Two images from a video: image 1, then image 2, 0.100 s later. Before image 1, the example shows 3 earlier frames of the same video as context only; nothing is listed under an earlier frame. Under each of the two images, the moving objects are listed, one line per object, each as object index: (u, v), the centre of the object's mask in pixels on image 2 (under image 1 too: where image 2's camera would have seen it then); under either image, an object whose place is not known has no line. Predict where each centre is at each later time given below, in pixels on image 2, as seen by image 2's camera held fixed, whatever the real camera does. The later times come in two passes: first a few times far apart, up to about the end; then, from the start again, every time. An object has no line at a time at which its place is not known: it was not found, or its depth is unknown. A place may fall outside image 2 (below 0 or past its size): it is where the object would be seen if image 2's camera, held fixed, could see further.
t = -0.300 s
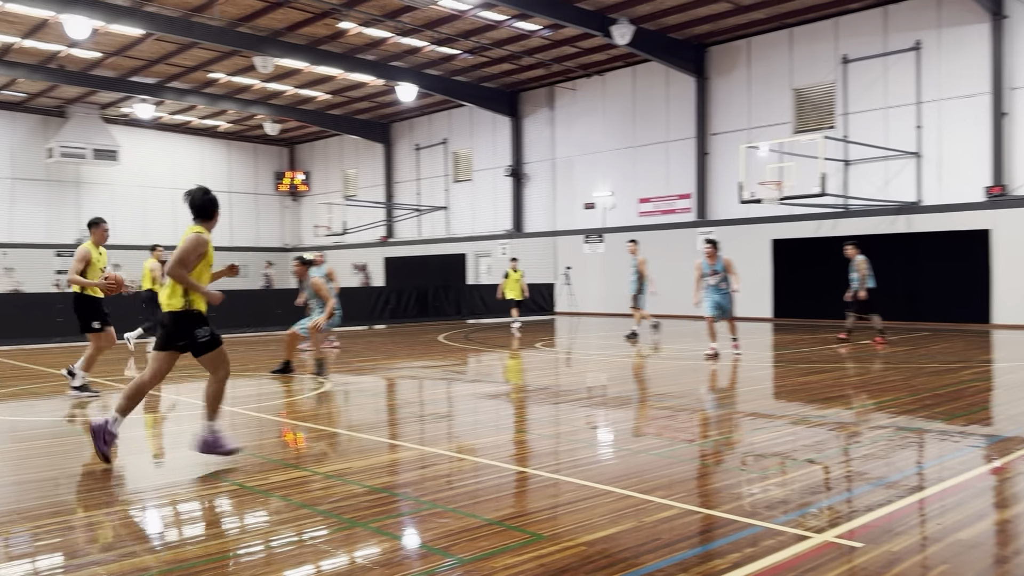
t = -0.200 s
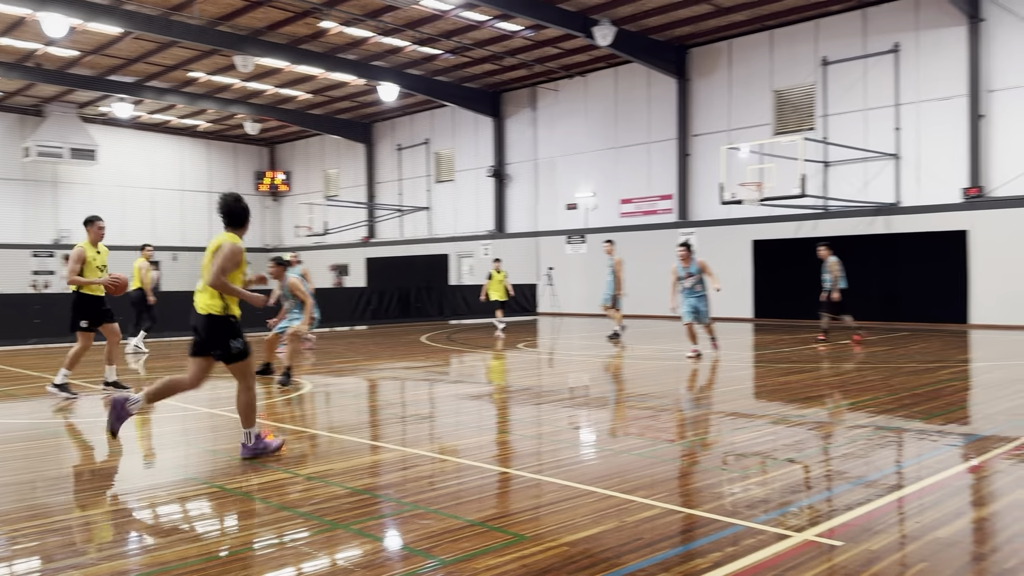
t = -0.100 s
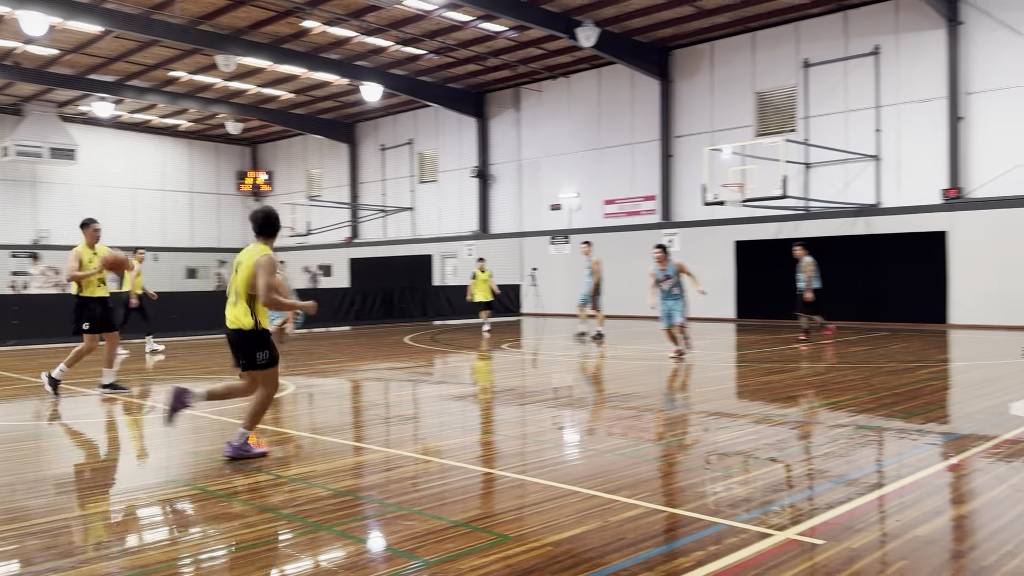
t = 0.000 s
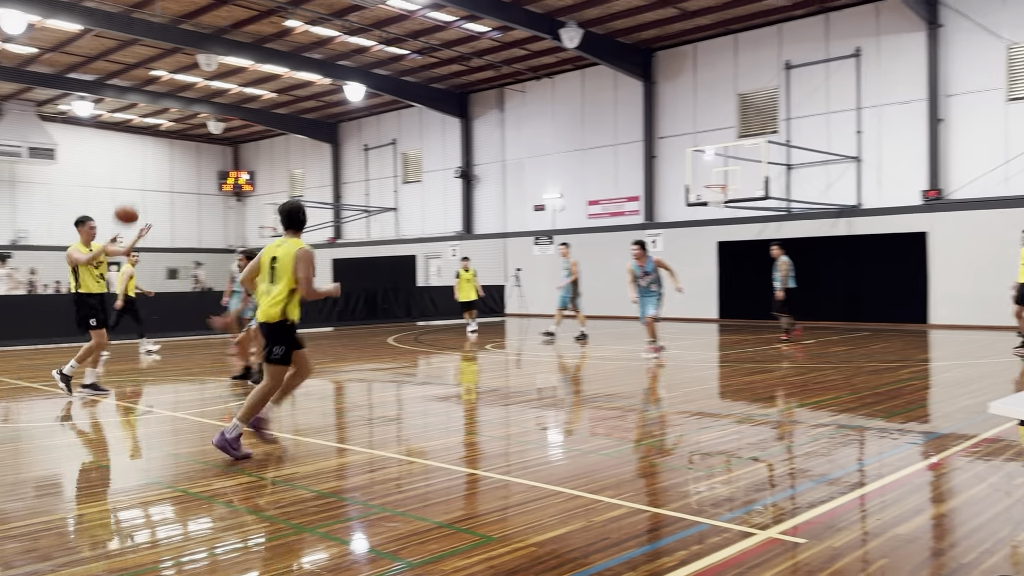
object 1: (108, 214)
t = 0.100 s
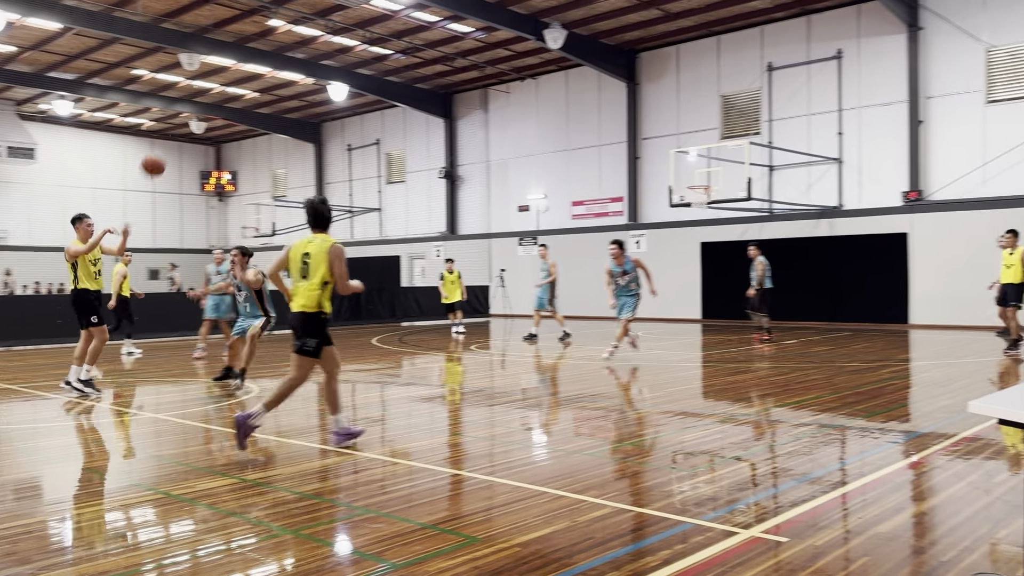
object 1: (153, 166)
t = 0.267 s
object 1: (227, 103)
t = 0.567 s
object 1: (372, 52)
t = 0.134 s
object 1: (168, 149)
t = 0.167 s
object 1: (182, 135)
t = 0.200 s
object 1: (198, 123)
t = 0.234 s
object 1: (213, 111)
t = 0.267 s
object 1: (227, 103)
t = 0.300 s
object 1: (244, 91)
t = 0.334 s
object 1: (258, 84)
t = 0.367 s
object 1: (275, 75)
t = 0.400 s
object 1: (292, 67)
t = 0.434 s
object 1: (307, 62)
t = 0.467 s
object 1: (323, 58)
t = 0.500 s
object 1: (338, 56)
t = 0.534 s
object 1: (355, 53)
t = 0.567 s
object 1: (372, 52)
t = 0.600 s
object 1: (390, 51)
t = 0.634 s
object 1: (406, 52)
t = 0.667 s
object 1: (424, 55)
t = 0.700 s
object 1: (442, 58)
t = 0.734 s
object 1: (460, 63)
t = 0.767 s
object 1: (478, 68)
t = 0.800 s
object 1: (496, 74)
